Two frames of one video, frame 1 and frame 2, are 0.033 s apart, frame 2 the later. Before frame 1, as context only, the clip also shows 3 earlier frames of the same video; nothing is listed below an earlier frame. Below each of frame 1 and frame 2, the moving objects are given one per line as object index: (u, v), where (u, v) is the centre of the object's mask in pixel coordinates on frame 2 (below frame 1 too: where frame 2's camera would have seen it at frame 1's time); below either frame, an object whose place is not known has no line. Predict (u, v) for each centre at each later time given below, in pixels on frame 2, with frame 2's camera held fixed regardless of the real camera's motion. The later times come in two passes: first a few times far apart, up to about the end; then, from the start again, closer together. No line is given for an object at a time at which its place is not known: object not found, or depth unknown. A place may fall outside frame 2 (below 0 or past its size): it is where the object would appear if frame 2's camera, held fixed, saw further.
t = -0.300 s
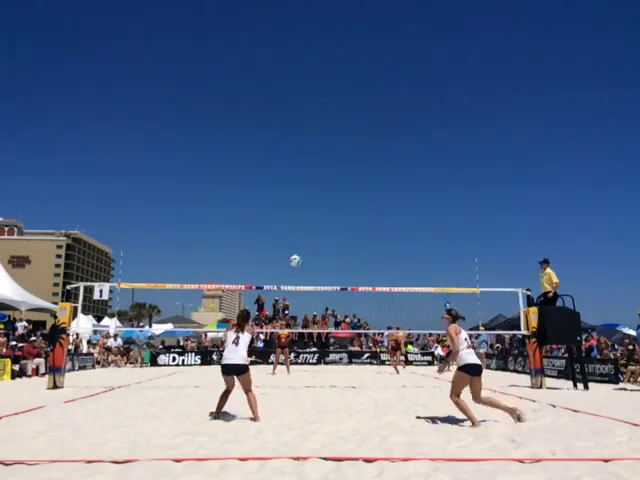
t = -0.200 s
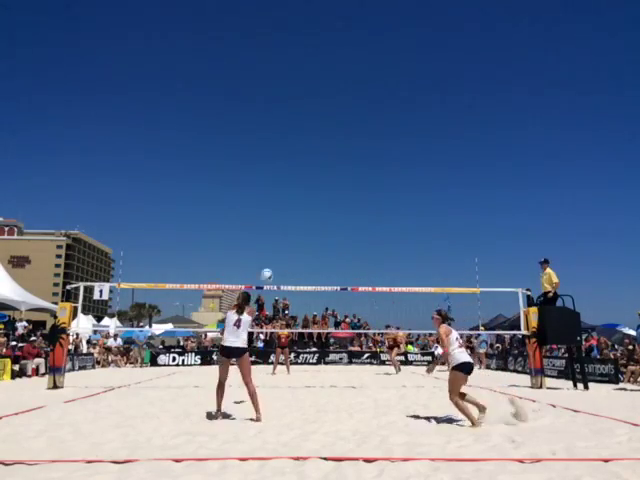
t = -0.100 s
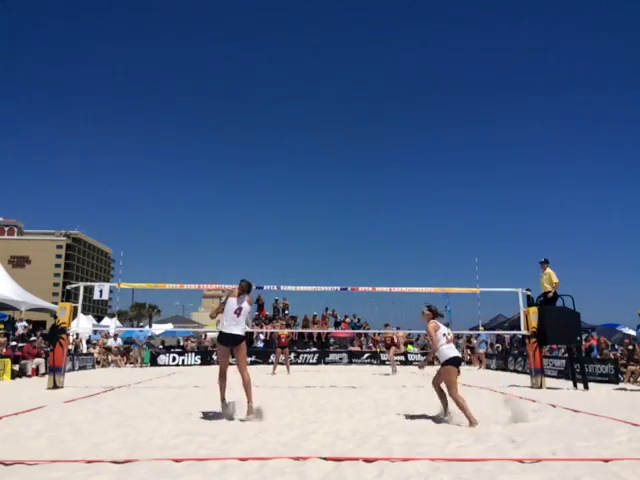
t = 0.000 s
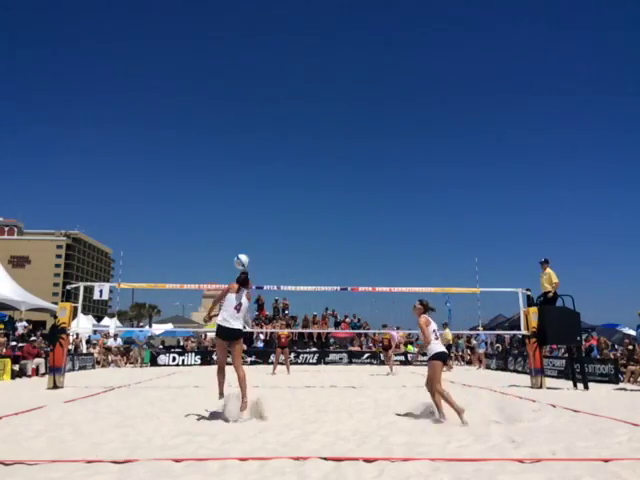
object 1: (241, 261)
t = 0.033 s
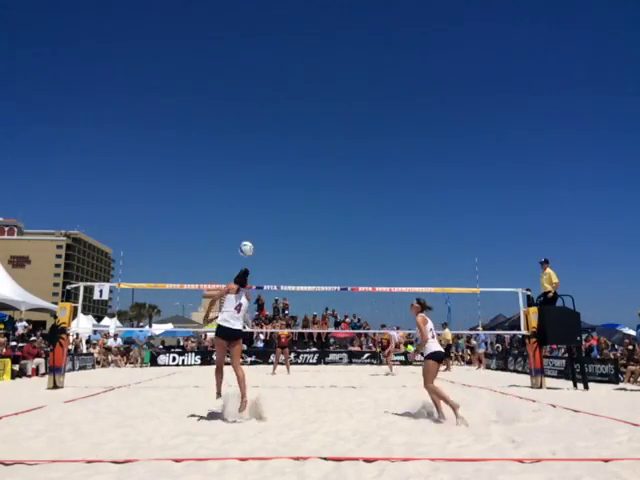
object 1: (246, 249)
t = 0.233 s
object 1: (268, 192)
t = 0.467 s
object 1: (290, 160)
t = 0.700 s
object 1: (308, 157)
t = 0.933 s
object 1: (324, 181)
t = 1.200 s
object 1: (341, 242)
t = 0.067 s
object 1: (251, 237)
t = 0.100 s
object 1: (254, 226)
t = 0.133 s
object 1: (258, 216)
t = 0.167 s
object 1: (262, 208)
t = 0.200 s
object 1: (265, 199)
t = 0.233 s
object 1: (268, 192)
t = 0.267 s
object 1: (272, 185)
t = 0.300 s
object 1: (276, 180)
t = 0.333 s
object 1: (278, 174)
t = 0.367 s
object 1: (281, 170)
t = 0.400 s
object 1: (284, 166)
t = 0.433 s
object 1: (287, 162)
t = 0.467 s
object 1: (290, 160)
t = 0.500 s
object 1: (292, 158)
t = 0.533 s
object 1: (296, 156)
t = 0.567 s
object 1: (298, 155)
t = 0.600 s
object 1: (300, 155)
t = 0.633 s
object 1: (303, 155)
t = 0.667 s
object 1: (305, 156)
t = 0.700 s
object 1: (308, 157)
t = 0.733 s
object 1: (310, 159)
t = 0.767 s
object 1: (313, 162)
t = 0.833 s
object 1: (317, 168)
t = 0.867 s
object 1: (320, 172)
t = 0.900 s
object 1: (322, 176)
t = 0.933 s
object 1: (324, 181)
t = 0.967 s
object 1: (326, 187)
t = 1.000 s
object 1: (329, 193)
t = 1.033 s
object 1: (331, 200)
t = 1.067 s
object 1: (333, 208)
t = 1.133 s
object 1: (337, 224)
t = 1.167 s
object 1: (339, 232)
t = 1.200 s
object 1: (341, 242)
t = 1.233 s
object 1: (344, 251)
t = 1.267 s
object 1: (345, 262)
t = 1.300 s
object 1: (347, 273)
